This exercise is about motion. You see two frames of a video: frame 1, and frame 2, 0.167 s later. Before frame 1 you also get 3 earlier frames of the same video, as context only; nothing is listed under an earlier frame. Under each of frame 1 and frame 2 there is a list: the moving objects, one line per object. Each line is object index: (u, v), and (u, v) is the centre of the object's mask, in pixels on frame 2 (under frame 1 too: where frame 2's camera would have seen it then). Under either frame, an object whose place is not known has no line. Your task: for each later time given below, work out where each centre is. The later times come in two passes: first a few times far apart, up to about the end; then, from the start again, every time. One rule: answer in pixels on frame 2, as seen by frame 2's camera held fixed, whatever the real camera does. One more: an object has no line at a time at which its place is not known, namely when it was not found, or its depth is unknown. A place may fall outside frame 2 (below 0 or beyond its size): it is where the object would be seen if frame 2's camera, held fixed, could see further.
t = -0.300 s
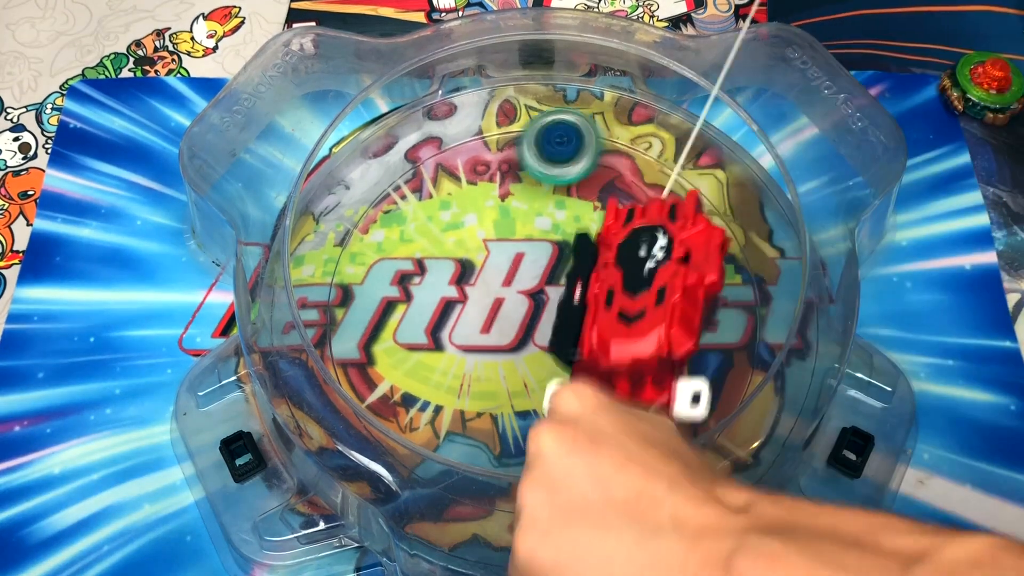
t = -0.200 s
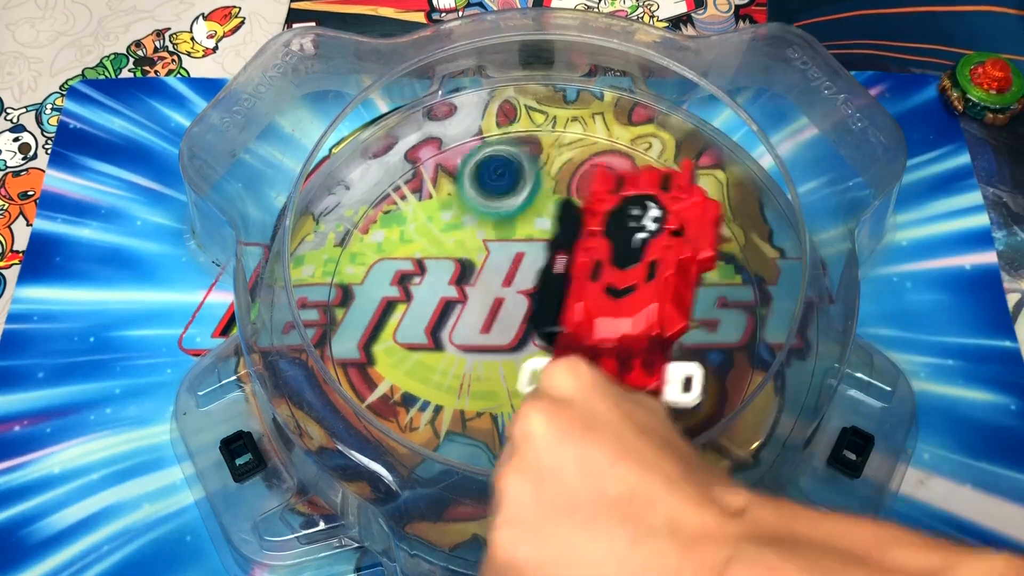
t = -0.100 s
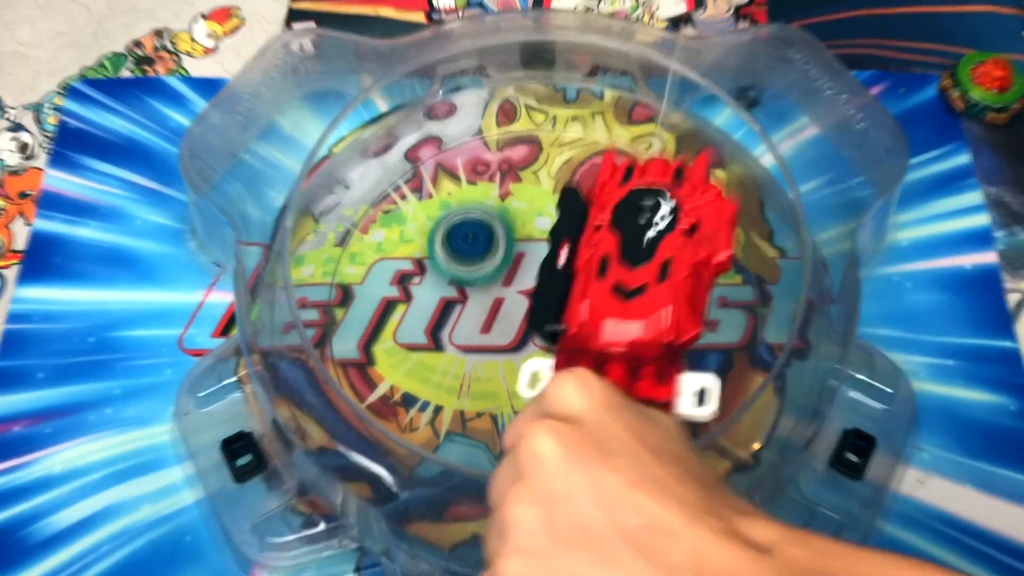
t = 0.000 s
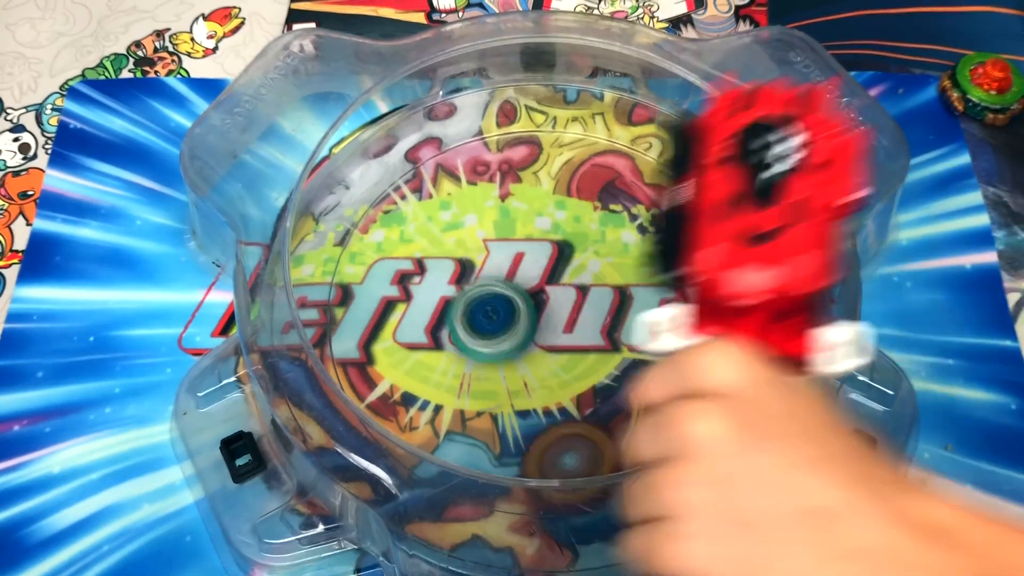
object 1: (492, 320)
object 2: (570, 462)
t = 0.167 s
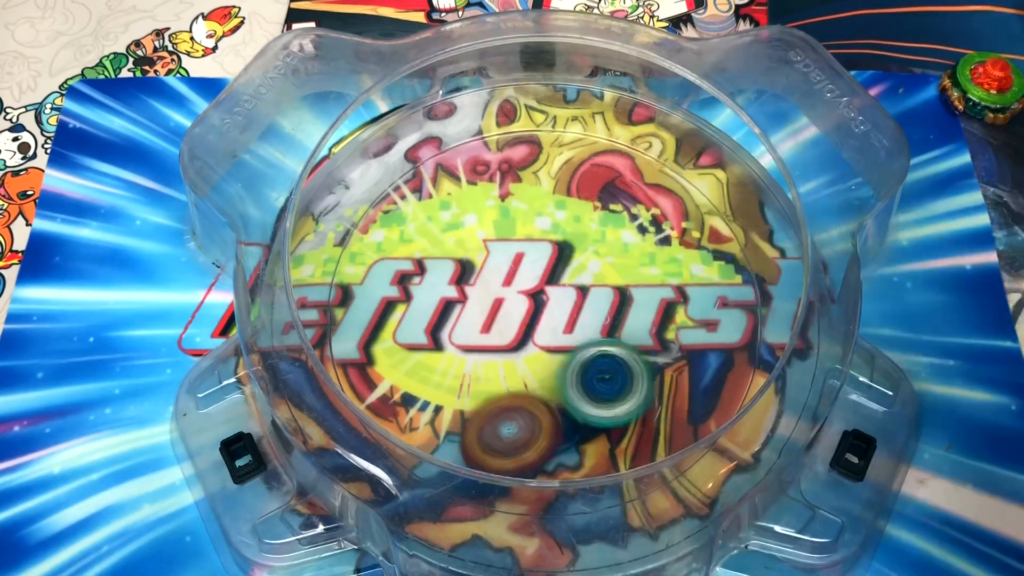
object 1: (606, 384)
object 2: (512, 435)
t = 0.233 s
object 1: (657, 373)
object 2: (497, 405)
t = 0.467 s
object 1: (705, 249)
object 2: (489, 280)
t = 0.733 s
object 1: (575, 204)
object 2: (423, 233)
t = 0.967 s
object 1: (545, 318)
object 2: (348, 326)
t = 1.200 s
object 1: (652, 369)
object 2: (477, 407)
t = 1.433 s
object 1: (673, 267)
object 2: (556, 254)
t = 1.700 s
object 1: (534, 294)
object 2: (486, 121)
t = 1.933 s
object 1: (528, 398)
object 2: (420, 245)
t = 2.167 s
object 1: (626, 388)
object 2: (515, 294)
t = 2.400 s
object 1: (562, 306)
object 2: (641, 206)
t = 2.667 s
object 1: (453, 348)
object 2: (560, 154)
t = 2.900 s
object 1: (534, 387)
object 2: (504, 256)
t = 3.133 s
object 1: (582, 356)
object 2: (661, 256)
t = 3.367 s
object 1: (530, 301)
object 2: (631, 151)
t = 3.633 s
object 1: (506, 381)
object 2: (454, 255)
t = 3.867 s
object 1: (687, 479)
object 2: (484, 258)
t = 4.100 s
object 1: (729, 339)
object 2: (496, 222)
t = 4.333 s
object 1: (608, 246)
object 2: (517, 249)
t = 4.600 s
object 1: (564, 278)
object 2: (478, 316)
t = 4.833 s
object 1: (580, 288)
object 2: (543, 366)
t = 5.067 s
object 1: (585, 274)
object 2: (569, 372)
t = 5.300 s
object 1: (570, 226)
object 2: (550, 390)
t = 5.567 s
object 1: (531, 244)
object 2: (539, 363)
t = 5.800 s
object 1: (538, 226)
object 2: (482, 378)
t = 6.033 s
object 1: (539, 251)
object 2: (534, 350)
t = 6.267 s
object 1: (567, 226)
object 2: (506, 336)
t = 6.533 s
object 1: (579, 239)
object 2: (522, 309)
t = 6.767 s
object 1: (638, 225)
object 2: (449, 343)
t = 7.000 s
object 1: (611, 260)
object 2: (501, 363)
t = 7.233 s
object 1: (627, 269)
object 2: (513, 319)
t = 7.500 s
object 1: (588, 304)
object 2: (499, 288)
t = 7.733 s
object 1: (573, 346)
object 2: (431, 237)
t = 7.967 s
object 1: (528, 357)
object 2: (441, 243)
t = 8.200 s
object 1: (485, 359)
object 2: (553, 256)
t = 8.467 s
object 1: (491, 330)
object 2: (641, 268)
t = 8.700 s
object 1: (517, 292)
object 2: (671, 326)
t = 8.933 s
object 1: (544, 267)
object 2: (618, 377)
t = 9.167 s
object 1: (571, 259)
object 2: (533, 367)
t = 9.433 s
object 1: (587, 276)
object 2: (485, 295)
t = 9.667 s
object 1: (589, 305)
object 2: (515, 236)
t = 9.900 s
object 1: (575, 329)
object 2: (583, 220)
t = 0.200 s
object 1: (634, 381)
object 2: (503, 422)
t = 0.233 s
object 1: (657, 373)
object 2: (497, 405)
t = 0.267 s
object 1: (676, 362)
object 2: (493, 390)
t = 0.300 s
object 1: (695, 346)
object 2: (490, 373)
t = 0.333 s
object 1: (708, 329)
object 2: (488, 353)
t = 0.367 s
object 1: (717, 308)
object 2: (487, 333)
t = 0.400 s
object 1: (720, 288)
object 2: (488, 318)
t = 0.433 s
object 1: (716, 268)
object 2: (489, 298)
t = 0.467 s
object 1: (705, 249)
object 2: (489, 280)
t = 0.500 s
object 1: (688, 230)
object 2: (491, 266)
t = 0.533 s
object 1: (669, 217)
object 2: (494, 252)
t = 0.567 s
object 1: (642, 206)
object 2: (496, 239)
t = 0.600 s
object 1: (614, 200)
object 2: (499, 230)
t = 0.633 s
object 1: (589, 199)
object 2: (498, 225)
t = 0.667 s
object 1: (587, 195)
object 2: (471, 224)
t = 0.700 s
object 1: (583, 199)
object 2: (447, 229)
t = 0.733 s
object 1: (575, 204)
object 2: (423, 233)
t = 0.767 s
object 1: (566, 213)
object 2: (400, 240)
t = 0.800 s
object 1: (555, 226)
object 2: (382, 249)
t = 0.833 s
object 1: (546, 242)
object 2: (365, 261)
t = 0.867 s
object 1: (539, 260)
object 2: (351, 275)
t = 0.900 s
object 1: (537, 279)
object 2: (342, 290)
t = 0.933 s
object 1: (539, 300)
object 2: (342, 307)
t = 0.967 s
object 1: (545, 318)
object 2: (348, 326)
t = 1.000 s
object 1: (555, 335)
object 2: (361, 345)
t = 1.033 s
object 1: (568, 350)
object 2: (376, 364)
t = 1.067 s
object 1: (585, 362)
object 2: (396, 382)
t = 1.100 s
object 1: (601, 370)
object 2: (416, 395)
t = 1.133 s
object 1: (617, 373)
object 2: (437, 405)
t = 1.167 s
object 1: (635, 373)
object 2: (457, 409)
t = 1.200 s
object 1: (652, 369)
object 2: (477, 407)
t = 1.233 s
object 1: (668, 360)
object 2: (494, 398)
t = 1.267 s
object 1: (681, 347)
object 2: (511, 382)
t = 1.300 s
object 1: (691, 333)
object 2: (525, 364)
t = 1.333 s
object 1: (697, 315)
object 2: (537, 338)
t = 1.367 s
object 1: (695, 295)
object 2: (547, 311)
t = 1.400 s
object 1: (688, 280)
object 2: (552, 283)
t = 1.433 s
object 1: (673, 267)
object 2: (556, 254)
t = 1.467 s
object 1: (657, 257)
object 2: (558, 230)
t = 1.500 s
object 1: (636, 251)
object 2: (556, 206)
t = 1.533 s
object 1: (620, 252)
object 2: (549, 180)
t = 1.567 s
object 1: (601, 256)
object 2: (537, 156)
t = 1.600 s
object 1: (583, 261)
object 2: (524, 134)
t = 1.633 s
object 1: (564, 270)
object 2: (511, 119)
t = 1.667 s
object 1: (548, 280)
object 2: (499, 112)
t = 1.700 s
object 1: (534, 294)
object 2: (486, 121)
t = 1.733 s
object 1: (524, 311)
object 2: (474, 131)
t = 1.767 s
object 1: (516, 326)
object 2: (462, 146)
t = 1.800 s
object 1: (511, 342)
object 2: (453, 163)
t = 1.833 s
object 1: (511, 358)
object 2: (443, 185)
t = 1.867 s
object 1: (513, 372)
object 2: (434, 203)
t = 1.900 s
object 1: (518, 385)
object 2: (426, 226)
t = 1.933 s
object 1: (528, 398)
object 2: (420, 245)
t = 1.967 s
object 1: (542, 410)
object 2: (419, 262)
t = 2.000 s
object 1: (558, 417)
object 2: (422, 277)
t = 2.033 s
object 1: (578, 419)
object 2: (431, 288)
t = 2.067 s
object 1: (594, 416)
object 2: (445, 296)
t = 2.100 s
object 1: (609, 410)
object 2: (466, 300)
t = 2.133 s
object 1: (619, 399)
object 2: (490, 299)
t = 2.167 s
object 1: (626, 388)
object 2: (515, 294)
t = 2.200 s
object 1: (628, 373)
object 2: (544, 284)
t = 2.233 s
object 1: (625, 360)
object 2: (567, 270)
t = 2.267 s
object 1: (619, 346)
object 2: (590, 257)
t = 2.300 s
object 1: (608, 334)
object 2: (609, 244)
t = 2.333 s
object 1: (593, 322)
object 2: (623, 231)
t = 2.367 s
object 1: (579, 313)
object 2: (633, 218)
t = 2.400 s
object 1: (562, 306)
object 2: (641, 206)
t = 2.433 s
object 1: (544, 302)
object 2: (643, 194)
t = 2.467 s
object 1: (527, 302)
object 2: (641, 185)
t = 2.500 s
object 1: (510, 304)
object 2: (634, 176)
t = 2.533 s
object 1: (495, 309)
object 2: (626, 168)
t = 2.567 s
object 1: (480, 315)
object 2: (613, 164)
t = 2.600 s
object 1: (468, 324)
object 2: (598, 160)
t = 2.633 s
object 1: (459, 335)
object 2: (580, 156)
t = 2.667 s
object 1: (453, 348)
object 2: (560, 154)
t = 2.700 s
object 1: (453, 362)
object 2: (538, 155)
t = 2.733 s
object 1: (459, 376)
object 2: (522, 160)
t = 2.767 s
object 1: (470, 388)
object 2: (508, 172)
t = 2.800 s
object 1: (485, 396)
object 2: (497, 190)
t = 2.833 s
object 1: (504, 398)
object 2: (493, 210)
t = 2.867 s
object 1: (521, 394)
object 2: (494, 231)
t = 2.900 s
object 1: (534, 387)
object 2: (504, 256)
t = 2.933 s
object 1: (545, 376)
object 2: (518, 281)
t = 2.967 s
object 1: (551, 381)
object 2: (543, 285)
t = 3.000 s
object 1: (558, 385)
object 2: (568, 285)
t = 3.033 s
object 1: (565, 384)
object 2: (592, 284)
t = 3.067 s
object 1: (573, 378)
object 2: (617, 278)
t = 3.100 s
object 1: (579, 367)
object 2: (641, 268)
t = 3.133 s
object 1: (582, 356)
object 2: (661, 256)
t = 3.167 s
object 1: (582, 346)
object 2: (678, 239)
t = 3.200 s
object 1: (577, 335)
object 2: (687, 221)
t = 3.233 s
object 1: (569, 323)
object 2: (690, 204)
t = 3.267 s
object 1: (561, 315)
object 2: (685, 187)
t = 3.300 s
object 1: (551, 308)
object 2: (673, 171)
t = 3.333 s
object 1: (541, 303)
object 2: (655, 158)
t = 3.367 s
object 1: (530, 301)
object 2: (631, 151)
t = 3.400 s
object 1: (518, 300)
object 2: (602, 151)
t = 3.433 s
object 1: (509, 302)
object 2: (574, 157)
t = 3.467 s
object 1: (503, 305)
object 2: (543, 170)
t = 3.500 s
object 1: (501, 309)
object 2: (516, 192)
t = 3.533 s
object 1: (500, 314)
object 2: (493, 219)
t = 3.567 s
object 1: (500, 333)
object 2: (474, 235)
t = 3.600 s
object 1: (502, 361)
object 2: (462, 243)
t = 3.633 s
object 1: (506, 381)
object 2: (454, 255)
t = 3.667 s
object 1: (513, 395)
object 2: (451, 270)
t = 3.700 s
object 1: (525, 403)
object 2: (455, 290)
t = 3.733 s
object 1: (538, 404)
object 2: (464, 313)
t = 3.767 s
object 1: (552, 401)
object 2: (481, 335)
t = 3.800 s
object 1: (601, 435)
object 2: (481, 312)
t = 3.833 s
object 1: (650, 472)
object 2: (479, 282)
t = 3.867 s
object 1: (687, 479)
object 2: (484, 258)
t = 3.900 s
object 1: (710, 471)
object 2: (487, 239)
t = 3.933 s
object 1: (718, 453)
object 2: (493, 225)
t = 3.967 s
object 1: (726, 429)
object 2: (497, 219)
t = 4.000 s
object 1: (731, 408)
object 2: (500, 215)
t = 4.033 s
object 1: (734, 385)
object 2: (500, 216)
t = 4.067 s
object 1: (733, 361)
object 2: (498, 218)
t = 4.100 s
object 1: (729, 339)
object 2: (496, 222)
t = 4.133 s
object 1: (720, 317)
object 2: (495, 226)
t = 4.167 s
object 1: (706, 295)
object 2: (495, 229)
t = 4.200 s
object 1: (690, 279)
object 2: (498, 232)
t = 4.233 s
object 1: (670, 265)
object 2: (502, 237)
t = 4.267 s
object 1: (649, 254)
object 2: (507, 241)
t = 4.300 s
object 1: (626, 248)
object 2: (514, 247)
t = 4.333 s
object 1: (608, 246)
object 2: (517, 249)
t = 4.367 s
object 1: (609, 248)
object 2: (500, 249)
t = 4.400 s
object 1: (608, 251)
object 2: (488, 253)
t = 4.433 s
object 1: (600, 255)
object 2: (478, 260)
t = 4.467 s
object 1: (590, 260)
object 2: (473, 268)
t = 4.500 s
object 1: (579, 265)
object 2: (471, 279)
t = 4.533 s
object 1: (569, 270)
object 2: (474, 290)
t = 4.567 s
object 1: (563, 274)
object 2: (477, 301)
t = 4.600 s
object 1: (564, 278)
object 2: (478, 316)
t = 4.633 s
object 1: (564, 283)
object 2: (484, 326)
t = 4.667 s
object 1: (565, 287)
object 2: (490, 336)
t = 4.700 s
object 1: (569, 289)
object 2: (497, 348)
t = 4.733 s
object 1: (572, 290)
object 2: (509, 355)
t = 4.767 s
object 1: (573, 291)
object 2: (521, 359)
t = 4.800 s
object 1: (576, 289)
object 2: (532, 363)
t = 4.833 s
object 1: (580, 288)
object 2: (543, 366)
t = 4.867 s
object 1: (581, 287)
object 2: (554, 366)
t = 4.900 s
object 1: (586, 282)
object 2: (557, 369)
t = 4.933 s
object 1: (589, 279)
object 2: (560, 372)
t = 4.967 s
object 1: (591, 276)
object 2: (563, 374)
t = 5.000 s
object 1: (590, 275)
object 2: (565, 374)
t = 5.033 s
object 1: (589, 274)
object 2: (567, 374)
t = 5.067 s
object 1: (585, 274)
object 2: (569, 372)
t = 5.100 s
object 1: (582, 274)
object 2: (570, 368)
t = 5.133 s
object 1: (578, 275)
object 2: (570, 361)
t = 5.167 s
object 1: (576, 272)
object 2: (568, 359)
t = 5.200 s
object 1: (576, 252)
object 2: (560, 371)
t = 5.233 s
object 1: (575, 238)
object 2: (555, 379)
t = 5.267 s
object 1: (573, 230)
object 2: (552, 385)
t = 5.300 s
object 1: (570, 226)
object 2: (550, 390)
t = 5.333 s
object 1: (565, 225)
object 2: (548, 392)
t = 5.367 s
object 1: (560, 226)
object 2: (548, 393)
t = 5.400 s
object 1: (555, 227)
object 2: (548, 392)
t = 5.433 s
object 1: (549, 230)
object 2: (548, 391)
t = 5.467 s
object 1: (544, 232)
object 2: (547, 387)
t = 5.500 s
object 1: (539, 236)
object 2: (545, 381)
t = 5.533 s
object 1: (535, 239)
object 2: (542, 372)
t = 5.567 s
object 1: (531, 244)
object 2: (539, 363)
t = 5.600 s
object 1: (529, 248)
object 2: (533, 352)
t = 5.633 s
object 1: (527, 254)
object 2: (526, 341)
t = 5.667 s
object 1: (528, 251)
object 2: (514, 340)
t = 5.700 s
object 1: (531, 238)
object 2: (501, 349)
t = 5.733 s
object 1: (535, 231)
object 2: (491, 359)
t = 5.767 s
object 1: (537, 227)
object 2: (485, 369)
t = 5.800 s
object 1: (538, 226)
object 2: (482, 378)
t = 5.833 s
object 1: (538, 227)
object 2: (483, 386)
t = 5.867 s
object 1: (538, 229)
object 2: (490, 391)
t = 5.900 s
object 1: (538, 232)
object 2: (502, 393)
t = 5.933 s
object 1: (538, 236)
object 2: (514, 388)
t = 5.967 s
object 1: (538, 241)
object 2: (524, 378)
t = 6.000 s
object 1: (538, 246)
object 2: (531, 366)
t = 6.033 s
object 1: (539, 251)
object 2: (534, 350)
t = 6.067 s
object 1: (541, 254)
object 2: (534, 335)
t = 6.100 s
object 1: (549, 245)
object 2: (527, 335)
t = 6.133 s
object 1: (556, 237)
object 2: (521, 336)
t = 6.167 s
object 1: (560, 233)
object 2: (515, 336)
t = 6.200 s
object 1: (563, 230)
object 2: (511, 337)
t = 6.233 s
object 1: (565, 228)
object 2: (508, 337)
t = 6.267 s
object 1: (567, 226)
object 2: (506, 336)
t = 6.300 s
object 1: (569, 225)
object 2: (506, 336)
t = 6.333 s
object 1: (571, 224)
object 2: (507, 335)
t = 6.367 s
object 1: (573, 225)
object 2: (508, 333)
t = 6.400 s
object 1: (573, 226)
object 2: (509, 331)
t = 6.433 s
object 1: (575, 228)
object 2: (513, 327)
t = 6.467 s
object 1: (576, 231)
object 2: (516, 321)
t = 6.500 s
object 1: (577, 234)
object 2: (519, 315)
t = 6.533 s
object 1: (579, 239)
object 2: (522, 309)
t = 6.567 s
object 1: (581, 243)
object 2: (521, 303)
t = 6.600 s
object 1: (600, 233)
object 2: (503, 308)
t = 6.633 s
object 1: (617, 226)
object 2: (488, 314)
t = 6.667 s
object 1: (629, 223)
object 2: (474, 320)
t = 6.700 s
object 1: (635, 223)
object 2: (464, 326)
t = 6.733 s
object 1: (638, 223)
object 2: (455, 334)
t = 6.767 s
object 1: (638, 225)
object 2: (449, 343)
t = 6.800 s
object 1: (636, 229)
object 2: (447, 353)
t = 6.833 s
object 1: (633, 232)
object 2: (450, 361)
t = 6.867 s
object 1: (629, 237)
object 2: (456, 366)
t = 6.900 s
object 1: (625, 242)
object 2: (464, 369)
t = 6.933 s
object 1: (620, 247)
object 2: (476, 370)
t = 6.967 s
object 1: (616, 253)
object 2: (487, 368)
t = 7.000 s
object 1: (611, 260)
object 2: (501, 363)
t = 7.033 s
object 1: (606, 266)
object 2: (514, 355)
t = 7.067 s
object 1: (602, 272)
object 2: (527, 345)
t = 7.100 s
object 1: (600, 276)
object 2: (534, 334)
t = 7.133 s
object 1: (612, 270)
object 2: (526, 332)
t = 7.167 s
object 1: (621, 267)
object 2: (522, 328)
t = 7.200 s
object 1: (626, 267)
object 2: (518, 324)
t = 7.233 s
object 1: (627, 269)
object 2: (513, 319)
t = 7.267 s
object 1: (625, 273)
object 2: (509, 314)
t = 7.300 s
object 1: (622, 276)
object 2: (505, 310)
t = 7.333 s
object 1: (618, 281)
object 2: (502, 306)
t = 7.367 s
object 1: (611, 286)
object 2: (500, 301)
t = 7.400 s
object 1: (605, 291)
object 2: (498, 297)
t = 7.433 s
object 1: (599, 295)
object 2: (498, 294)
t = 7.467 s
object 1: (594, 300)
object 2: (498, 292)
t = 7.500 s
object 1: (588, 304)
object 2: (499, 288)
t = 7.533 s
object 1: (590, 312)
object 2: (491, 277)
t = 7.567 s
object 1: (594, 321)
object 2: (476, 266)
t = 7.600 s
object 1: (593, 329)
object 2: (464, 256)
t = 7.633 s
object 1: (589, 334)
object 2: (454, 251)
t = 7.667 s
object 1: (584, 338)
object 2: (446, 245)
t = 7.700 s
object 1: (579, 342)
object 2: (438, 241)
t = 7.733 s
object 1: (573, 346)
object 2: (431, 237)
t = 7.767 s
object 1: (566, 349)
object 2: (425, 234)
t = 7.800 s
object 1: (559, 351)
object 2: (422, 232)
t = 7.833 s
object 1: (553, 353)
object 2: (420, 232)
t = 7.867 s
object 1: (547, 355)
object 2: (420, 234)
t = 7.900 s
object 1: (541, 356)
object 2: (424, 236)
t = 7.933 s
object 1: (535, 357)
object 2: (432, 240)
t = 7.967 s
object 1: (528, 357)
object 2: (441, 243)
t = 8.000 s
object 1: (522, 356)
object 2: (453, 248)
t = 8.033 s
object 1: (516, 355)
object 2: (468, 254)
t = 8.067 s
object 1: (511, 354)
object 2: (484, 259)
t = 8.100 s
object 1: (505, 352)
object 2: (500, 262)
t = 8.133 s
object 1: (500, 351)
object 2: (516, 263)
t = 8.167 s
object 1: (491, 357)
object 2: (536, 258)
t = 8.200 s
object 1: (485, 359)
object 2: (553, 256)
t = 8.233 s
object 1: (481, 359)
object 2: (567, 253)
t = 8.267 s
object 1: (480, 358)
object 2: (577, 252)
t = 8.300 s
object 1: (480, 355)
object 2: (588, 253)
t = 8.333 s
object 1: (481, 351)
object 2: (599, 254)
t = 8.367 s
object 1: (482, 347)
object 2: (610, 255)
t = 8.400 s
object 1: (484, 342)
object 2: (620, 258)
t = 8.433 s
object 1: (488, 336)
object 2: (631, 263)
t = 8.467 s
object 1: (491, 330)
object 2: (641, 268)
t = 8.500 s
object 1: (495, 324)
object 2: (648, 274)
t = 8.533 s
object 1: (499, 319)
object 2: (656, 282)
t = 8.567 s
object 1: (503, 314)
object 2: (662, 289)
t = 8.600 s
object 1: (506, 309)
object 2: (667, 297)
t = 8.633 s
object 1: (510, 304)
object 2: (669, 308)
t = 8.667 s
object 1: (513, 298)
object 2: (671, 317)
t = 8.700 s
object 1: (517, 292)
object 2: (671, 326)
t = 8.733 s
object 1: (521, 288)
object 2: (668, 336)
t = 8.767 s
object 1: (524, 283)
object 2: (664, 344)
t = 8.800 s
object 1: (528, 279)
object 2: (659, 352)
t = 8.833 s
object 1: (533, 276)
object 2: (650, 361)
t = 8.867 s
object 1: (537, 273)
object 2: (641, 368)
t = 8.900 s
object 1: (540, 270)
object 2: (632, 372)
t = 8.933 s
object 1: (544, 267)
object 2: (618, 377)
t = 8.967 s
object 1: (549, 264)
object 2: (608, 380)
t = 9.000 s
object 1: (553, 262)
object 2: (597, 382)
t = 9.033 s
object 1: (557, 260)
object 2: (581, 381)
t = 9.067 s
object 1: (561, 259)
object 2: (569, 379)
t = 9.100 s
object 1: (565, 258)
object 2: (559, 377)
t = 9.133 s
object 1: (568, 258)
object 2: (544, 372)
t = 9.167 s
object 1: (571, 259)
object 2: (533, 367)
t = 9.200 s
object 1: (574, 260)
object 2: (525, 361)
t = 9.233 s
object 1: (577, 262)
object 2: (513, 352)
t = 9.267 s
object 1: (579, 264)
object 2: (505, 345)
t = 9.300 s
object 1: (581, 266)
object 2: (499, 336)
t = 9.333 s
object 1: (582, 268)
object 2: (493, 325)
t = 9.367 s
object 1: (584, 270)
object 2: (490, 317)
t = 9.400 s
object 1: (586, 273)
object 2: (488, 309)
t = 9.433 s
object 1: (587, 276)
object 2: (485, 295)
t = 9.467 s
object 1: (588, 280)
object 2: (486, 286)
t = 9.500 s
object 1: (590, 284)
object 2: (488, 276)
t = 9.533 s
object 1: (590, 288)
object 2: (490, 265)
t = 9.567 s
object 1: (590, 292)
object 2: (495, 257)
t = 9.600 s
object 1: (590, 296)
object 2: (502, 250)
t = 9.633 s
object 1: (590, 300)
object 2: (507, 242)
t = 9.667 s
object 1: (589, 305)
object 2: (515, 236)
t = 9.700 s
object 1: (589, 309)
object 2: (524, 230)
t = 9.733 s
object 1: (587, 313)
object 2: (532, 225)
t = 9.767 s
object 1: (586, 317)
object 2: (542, 222)
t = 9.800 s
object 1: (583, 320)
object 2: (552, 219)
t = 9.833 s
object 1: (581, 323)
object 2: (561, 218)
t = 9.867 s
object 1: (578, 326)
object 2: (572, 219)
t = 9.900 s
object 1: (575, 329)
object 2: (583, 220)
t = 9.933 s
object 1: (572, 331)
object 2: (592, 222)
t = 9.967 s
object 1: (568, 332)
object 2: (602, 227)
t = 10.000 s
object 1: (564, 333)
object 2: (610, 231)
